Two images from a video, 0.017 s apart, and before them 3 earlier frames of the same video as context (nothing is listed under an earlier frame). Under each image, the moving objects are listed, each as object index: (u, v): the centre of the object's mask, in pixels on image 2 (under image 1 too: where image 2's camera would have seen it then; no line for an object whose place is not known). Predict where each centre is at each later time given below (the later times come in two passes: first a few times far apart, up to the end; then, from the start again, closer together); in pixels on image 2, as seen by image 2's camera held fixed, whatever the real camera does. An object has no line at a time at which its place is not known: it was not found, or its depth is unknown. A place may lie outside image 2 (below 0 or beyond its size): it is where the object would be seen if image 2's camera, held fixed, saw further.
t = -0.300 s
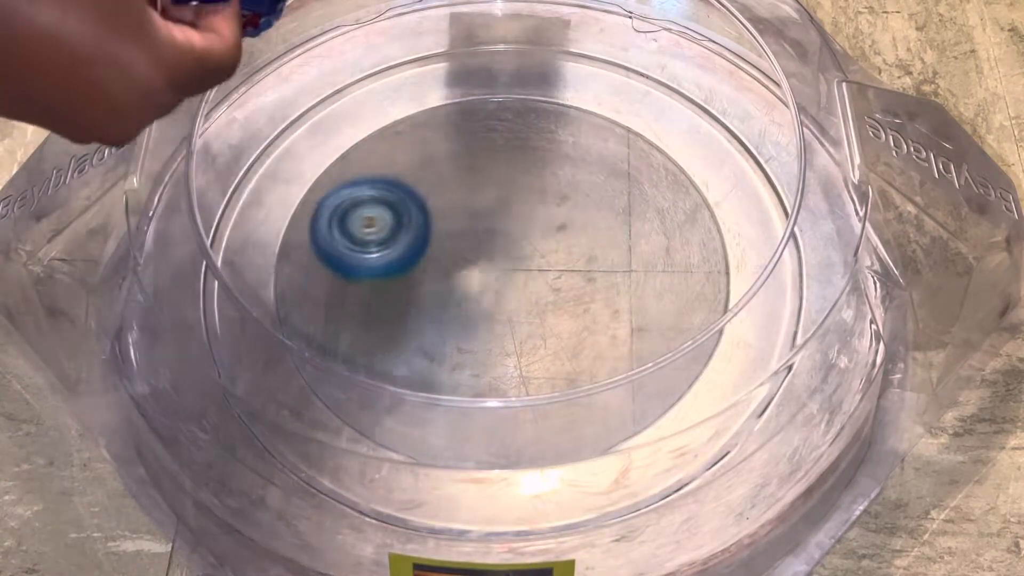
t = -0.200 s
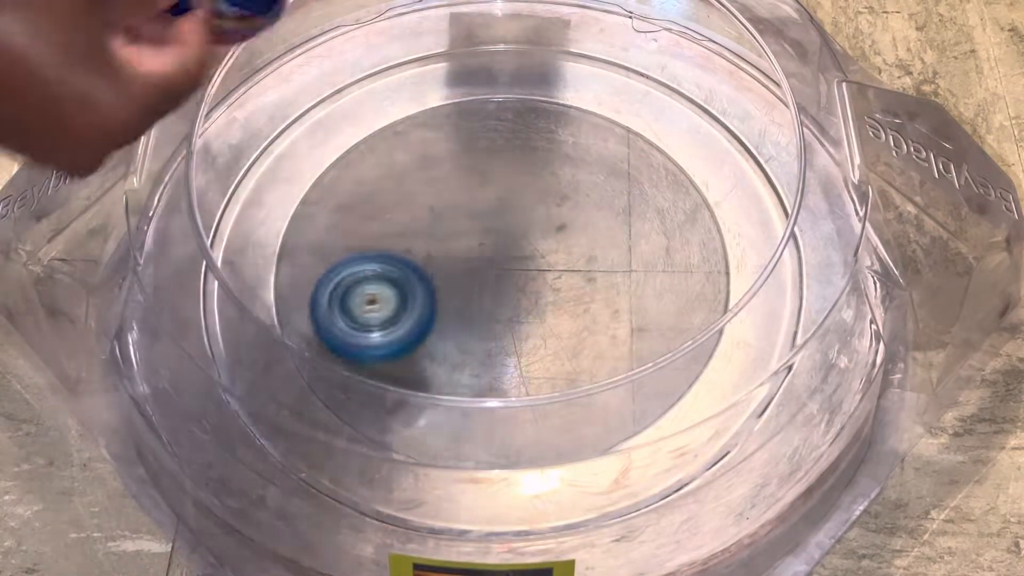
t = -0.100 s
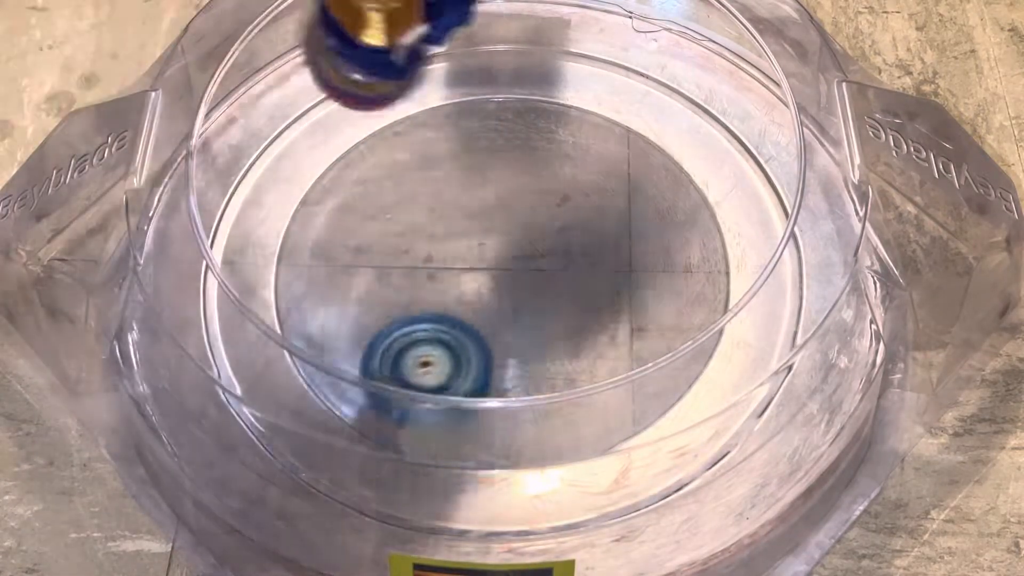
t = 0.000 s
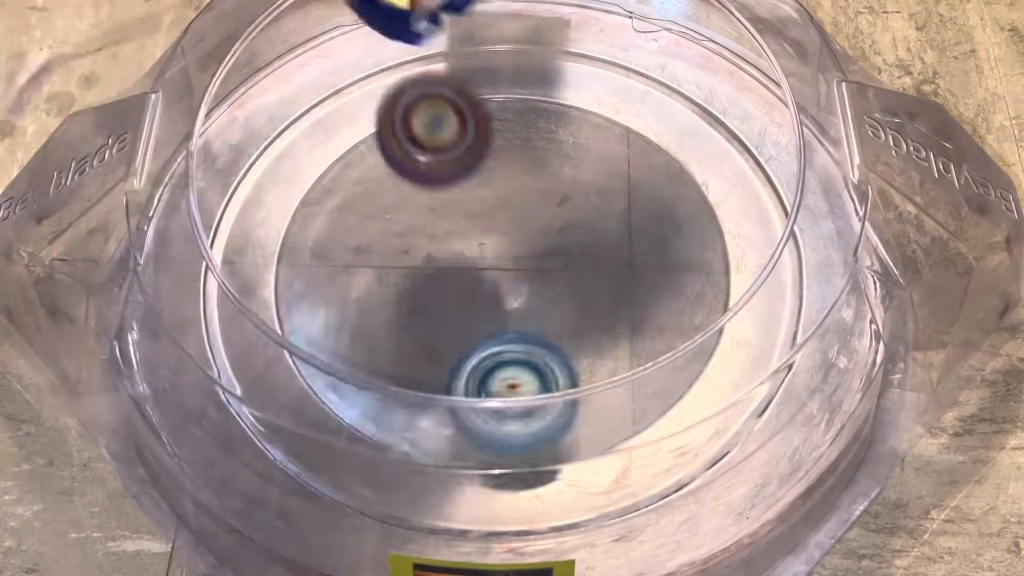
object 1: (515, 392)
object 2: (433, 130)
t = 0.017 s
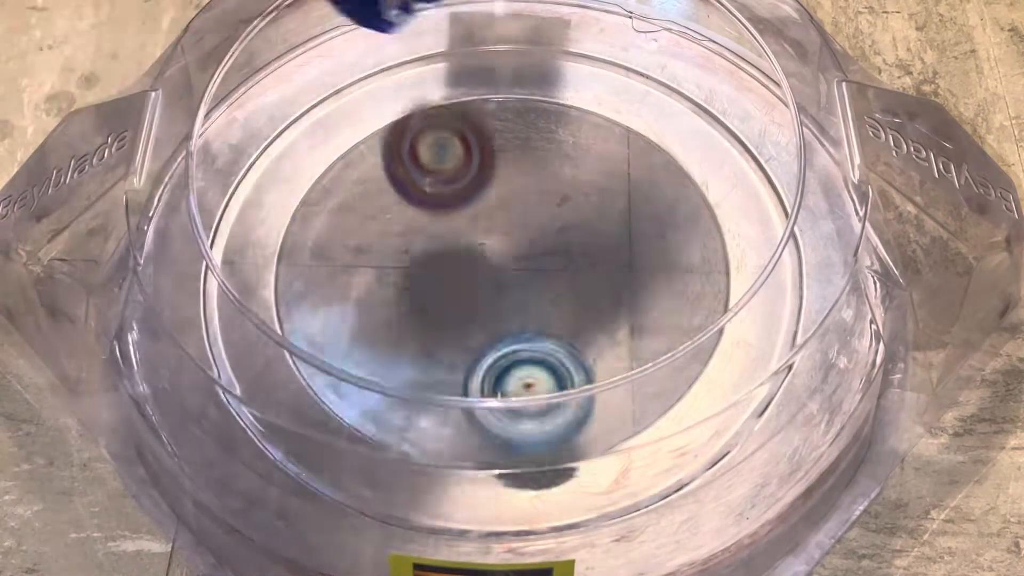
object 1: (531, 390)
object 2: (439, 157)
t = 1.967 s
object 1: (553, 125)
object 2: (305, 55)
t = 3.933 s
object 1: (707, 154)
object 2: (462, 305)
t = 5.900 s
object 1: (513, 186)
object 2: (571, 65)
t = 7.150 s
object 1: (483, 328)
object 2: (350, 278)
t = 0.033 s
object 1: (546, 385)
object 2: (444, 183)
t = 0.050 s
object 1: (560, 382)
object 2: (453, 188)
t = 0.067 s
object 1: (575, 375)
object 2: (465, 185)
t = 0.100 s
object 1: (600, 362)
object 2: (488, 190)
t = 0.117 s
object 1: (611, 352)
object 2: (500, 196)
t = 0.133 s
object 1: (616, 336)
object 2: (512, 208)
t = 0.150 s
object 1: (627, 328)
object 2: (524, 222)
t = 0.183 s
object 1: (645, 307)
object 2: (546, 244)
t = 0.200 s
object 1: (654, 297)
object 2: (552, 244)
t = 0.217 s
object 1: (665, 287)
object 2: (555, 246)
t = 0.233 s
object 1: (677, 280)
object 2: (556, 250)
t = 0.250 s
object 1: (688, 275)
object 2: (555, 246)
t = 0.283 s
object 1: (705, 258)
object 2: (550, 243)
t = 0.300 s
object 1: (711, 249)
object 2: (547, 242)
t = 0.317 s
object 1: (717, 243)
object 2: (543, 240)
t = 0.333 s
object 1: (719, 235)
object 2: (539, 239)
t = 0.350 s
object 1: (719, 227)
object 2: (535, 238)
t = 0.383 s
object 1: (714, 213)
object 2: (526, 236)
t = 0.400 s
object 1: (708, 206)
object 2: (521, 235)
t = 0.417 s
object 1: (699, 197)
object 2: (516, 235)
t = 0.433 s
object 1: (690, 190)
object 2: (512, 234)
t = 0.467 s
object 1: (667, 180)
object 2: (503, 234)
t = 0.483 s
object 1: (654, 174)
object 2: (499, 234)
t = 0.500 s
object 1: (640, 169)
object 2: (495, 235)
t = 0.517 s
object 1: (626, 165)
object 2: (492, 235)
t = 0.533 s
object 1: (611, 162)
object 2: (489, 236)
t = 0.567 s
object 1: (577, 156)
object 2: (485, 239)
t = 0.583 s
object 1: (559, 154)
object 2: (483, 240)
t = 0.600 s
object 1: (542, 153)
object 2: (482, 243)
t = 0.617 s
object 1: (535, 136)
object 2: (469, 260)
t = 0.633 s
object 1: (528, 119)
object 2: (456, 276)
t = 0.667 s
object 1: (513, 92)
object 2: (434, 303)
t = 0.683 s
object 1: (504, 79)
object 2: (423, 319)
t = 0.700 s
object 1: (496, 68)
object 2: (415, 336)
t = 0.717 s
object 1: (487, 59)
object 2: (409, 340)
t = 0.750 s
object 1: (469, 49)
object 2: (400, 351)
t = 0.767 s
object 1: (460, 44)
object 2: (389, 376)
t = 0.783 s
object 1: (452, 39)
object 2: (388, 382)
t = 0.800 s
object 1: (444, 36)
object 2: (387, 387)
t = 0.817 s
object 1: (437, 34)
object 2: (386, 393)
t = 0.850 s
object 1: (422, 34)
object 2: (387, 406)
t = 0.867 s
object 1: (414, 35)
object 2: (388, 409)
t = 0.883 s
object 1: (407, 38)
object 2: (389, 415)
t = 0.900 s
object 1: (401, 43)
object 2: (391, 419)
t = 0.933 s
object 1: (388, 57)
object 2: (397, 421)
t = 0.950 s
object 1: (380, 61)
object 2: (401, 422)
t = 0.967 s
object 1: (374, 68)
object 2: (406, 421)
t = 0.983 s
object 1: (368, 76)
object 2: (411, 420)
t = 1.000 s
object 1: (361, 84)
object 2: (417, 416)
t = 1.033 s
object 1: (348, 96)
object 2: (430, 409)
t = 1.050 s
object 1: (342, 105)
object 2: (437, 408)
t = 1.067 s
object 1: (337, 114)
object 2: (445, 397)
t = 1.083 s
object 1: (330, 122)
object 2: (455, 385)
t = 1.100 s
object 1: (325, 129)
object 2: (465, 362)
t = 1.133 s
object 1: (316, 147)
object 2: (485, 349)
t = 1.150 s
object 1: (313, 159)
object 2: (496, 338)
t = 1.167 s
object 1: (311, 171)
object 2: (506, 319)
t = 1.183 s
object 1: (312, 184)
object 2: (516, 300)
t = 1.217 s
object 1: (315, 211)
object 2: (530, 260)
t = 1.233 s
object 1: (319, 225)
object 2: (536, 237)
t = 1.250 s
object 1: (325, 241)
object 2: (540, 213)
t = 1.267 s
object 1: (333, 256)
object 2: (543, 190)
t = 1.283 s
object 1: (340, 271)
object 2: (545, 168)
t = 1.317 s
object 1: (363, 301)
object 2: (545, 124)
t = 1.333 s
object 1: (378, 316)
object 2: (544, 103)
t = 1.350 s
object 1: (391, 329)
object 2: (543, 82)
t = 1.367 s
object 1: (408, 341)
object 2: (542, 65)
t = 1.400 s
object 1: (446, 354)
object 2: (537, 38)
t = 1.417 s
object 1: (464, 360)
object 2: (534, 29)
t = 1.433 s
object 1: (486, 376)
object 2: (530, 22)
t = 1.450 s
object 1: (508, 381)
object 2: (524, 18)
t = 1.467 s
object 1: (527, 386)
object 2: (518, 20)
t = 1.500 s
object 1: (571, 389)
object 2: (502, 20)
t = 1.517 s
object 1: (589, 389)
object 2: (494, 21)
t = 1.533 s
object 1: (608, 382)
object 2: (487, 23)
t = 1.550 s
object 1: (626, 379)
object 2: (478, 22)
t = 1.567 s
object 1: (642, 375)
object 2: (470, 23)
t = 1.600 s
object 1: (672, 359)
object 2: (453, 25)
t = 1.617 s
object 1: (682, 347)
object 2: (445, 24)
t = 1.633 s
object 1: (696, 341)
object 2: (436, 25)
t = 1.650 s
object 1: (705, 328)
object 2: (428, 27)
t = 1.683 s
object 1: (714, 302)
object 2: (411, 26)
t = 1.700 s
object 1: (716, 290)
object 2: (403, 28)
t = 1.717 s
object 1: (707, 272)
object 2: (395, 27)
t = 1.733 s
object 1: (709, 262)
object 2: (388, 28)
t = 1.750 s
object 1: (710, 252)
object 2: (381, 31)
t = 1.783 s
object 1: (700, 229)
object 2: (367, 33)
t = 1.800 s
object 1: (692, 217)
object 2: (359, 35)
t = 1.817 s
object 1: (682, 205)
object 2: (352, 38)
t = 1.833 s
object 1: (672, 193)
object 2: (345, 39)
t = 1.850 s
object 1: (660, 182)
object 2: (339, 41)
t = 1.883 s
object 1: (633, 161)
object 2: (327, 43)
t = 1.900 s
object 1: (618, 153)
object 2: (321, 46)
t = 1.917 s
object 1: (603, 145)
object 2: (316, 47)
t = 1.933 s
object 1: (587, 136)
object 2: (312, 49)
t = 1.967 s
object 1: (553, 125)
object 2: (305, 55)
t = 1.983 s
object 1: (533, 119)
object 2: (303, 59)
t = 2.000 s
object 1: (517, 116)
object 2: (300, 59)
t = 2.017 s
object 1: (498, 114)
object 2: (298, 63)
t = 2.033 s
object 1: (479, 112)
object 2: (296, 64)
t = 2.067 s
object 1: (443, 112)
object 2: (294, 67)
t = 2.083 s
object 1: (426, 115)
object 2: (293, 67)
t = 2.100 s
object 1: (409, 117)
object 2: (293, 67)
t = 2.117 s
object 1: (392, 122)
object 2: (293, 67)
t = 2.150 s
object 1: (393, 157)
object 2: (283, 65)
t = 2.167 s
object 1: (402, 184)
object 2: (289, 73)
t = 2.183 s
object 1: (410, 209)
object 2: (296, 85)
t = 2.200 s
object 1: (421, 237)
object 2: (305, 96)
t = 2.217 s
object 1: (430, 262)
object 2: (315, 110)
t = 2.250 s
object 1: (457, 311)
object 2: (335, 127)
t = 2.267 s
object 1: (471, 336)
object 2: (345, 140)
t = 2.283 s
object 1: (490, 350)
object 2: (356, 155)
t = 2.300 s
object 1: (506, 367)
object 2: (367, 169)
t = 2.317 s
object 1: (527, 388)
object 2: (380, 183)
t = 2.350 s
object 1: (566, 416)
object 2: (403, 211)
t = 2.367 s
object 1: (584, 431)
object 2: (416, 227)
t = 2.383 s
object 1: (605, 446)
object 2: (431, 245)
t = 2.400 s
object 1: (625, 450)
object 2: (446, 260)
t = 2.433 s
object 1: (662, 475)
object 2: (486, 288)
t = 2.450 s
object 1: (669, 466)
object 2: (508, 298)
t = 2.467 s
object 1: (675, 450)
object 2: (529, 308)
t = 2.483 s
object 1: (678, 441)
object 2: (551, 314)
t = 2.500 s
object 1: (684, 430)
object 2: (571, 318)
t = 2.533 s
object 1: (694, 416)
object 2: (609, 326)
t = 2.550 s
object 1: (703, 409)
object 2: (626, 319)
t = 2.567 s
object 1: (716, 414)
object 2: (636, 307)
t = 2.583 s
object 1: (732, 418)
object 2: (646, 294)
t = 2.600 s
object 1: (741, 412)
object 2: (654, 282)
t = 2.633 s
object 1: (749, 400)
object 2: (669, 269)
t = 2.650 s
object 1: (752, 397)
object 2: (671, 253)
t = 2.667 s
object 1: (753, 397)
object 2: (672, 236)
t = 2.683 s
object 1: (747, 391)
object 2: (672, 224)
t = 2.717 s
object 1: (737, 372)
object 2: (666, 198)
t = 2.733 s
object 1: (725, 356)
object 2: (660, 183)
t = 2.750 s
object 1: (715, 345)
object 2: (653, 171)
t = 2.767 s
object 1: (708, 335)
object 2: (646, 161)
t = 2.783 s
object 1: (698, 324)
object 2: (636, 147)
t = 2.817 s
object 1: (678, 306)
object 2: (614, 125)
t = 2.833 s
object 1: (665, 294)
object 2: (600, 113)
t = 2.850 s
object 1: (657, 289)
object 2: (587, 104)
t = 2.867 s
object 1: (644, 279)
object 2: (571, 97)
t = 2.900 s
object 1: (618, 261)
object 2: (539, 84)
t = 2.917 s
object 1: (605, 250)
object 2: (521, 77)
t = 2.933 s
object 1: (591, 242)
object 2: (503, 74)
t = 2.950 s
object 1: (576, 232)
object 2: (484, 75)
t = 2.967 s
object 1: (562, 225)
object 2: (466, 73)
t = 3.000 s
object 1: (531, 210)
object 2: (430, 72)
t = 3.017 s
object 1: (515, 203)
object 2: (413, 71)
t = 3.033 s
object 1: (498, 197)
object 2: (397, 70)
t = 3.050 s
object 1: (483, 192)
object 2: (380, 69)
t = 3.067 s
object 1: (467, 188)
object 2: (365, 67)
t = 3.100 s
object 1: (441, 184)
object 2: (339, 66)
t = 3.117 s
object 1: (429, 183)
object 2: (328, 70)
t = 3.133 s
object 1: (416, 183)
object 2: (320, 79)
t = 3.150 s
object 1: (404, 186)
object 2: (311, 90)
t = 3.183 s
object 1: (387, 190)
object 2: (297, 109)
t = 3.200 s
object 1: (379, 196)
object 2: (290, 119)
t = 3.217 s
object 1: (372, 202)
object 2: (284, 128)
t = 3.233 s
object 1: (367, 207)
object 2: (279, 139)
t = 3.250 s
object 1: (364, 216)
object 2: (271, 143)
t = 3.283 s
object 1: (371, 243)
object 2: (253, 155)
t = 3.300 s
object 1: (375, 256)
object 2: (247, 159)
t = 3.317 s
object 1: (382, 269)
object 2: (243, 165)
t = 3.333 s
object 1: (390, 283)
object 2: (241, 174)
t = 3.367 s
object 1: (408, 307)
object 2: (241, 190)
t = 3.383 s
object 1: (419, 319)
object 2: (241, 201)
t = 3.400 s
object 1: (431, 329)
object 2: (242, 209)
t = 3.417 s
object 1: (445, 337)
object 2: (243, 214)
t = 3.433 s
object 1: (458, 344)
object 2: (245, 222)
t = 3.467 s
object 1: (488, 352)
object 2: (247, 231)
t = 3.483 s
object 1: (501, 355)
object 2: (248, 234)
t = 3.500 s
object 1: (517, 356)
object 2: (249, 238)
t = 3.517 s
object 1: (530, 356)
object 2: (251, 241)
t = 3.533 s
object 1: (542, 355)
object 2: (247, 244)
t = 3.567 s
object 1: (567, 352)
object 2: (255, 246)
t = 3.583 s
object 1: (578, 349)
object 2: (262, 246)
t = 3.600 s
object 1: (589, 345)
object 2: (266, 246)
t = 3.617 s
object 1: (597, 342)
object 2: (271, 245)
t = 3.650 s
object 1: (617, 337)
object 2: (284, 246)
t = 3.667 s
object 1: (620, 328)
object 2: (296, 247)
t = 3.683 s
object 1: (627, 322)
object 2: (308, 250)
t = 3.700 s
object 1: (631, 317)
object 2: (321, 252)
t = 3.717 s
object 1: (634, 311)
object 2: (336, 256)
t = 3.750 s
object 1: (636, 296)
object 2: (366, 264)
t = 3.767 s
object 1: (634, 287)
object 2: (383, 268)
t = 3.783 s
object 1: (631, 278)
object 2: (401, 274)
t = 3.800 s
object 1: (628, 270)
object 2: (419, 280)
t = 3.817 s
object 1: (622, 262)
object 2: (440, 284)
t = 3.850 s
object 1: (611, 246)
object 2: (483, 290)
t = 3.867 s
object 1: (615, 235)
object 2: (494, 292)
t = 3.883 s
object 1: (642, 213)
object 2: (485, 296)
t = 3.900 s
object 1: (664, 194)
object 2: (476, 300)
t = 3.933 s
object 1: (707, 154)
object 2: (462, 305)
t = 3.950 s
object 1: (723, 137)
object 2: (456, 306)
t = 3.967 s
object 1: (737, 122)
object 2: (451, 307)
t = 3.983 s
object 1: (746, 113)
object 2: (449, 306)
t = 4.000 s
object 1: (764, 100)
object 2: (447, 305)
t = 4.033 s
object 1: (731, 87)
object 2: (450, 302)
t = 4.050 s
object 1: (720, 81)
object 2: (453, 300)
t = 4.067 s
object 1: (708, 76)
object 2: (458, 297)
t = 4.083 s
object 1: (695, 71)
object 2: (464, 293)
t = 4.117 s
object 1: (666, 67)
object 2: (480, 285)
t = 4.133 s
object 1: (651, 68)
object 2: (488, 278)
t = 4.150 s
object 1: (636, 66)
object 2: (494, 272)
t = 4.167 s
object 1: (623, 63)
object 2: (500, 263)
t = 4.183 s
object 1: (611, 64)
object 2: (505, 255)
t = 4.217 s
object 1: (584, 66)
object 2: (513, 238)
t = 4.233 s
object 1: (572, 65)
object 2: (515, 230)
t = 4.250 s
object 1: (562, 66)
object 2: (515, 221)
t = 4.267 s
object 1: (551, 68)
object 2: (515, 214)
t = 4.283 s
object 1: (538, 71)
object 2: (516, 206)
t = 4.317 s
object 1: (517, 80)
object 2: (514, 193)
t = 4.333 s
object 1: (505, 82)
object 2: (512, 194)
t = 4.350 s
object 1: (493, 75)
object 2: (508, 205)
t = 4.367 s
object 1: (481, 68)
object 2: (504, 213)
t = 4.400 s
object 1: (461, 62)
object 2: (494, 234)
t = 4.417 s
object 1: (450, 61)
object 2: (489, 243)
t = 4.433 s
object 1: (439, 61)
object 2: (485, 253)
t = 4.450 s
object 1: (429, 58)
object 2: (479, 263)
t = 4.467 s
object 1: (421, 56)
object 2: (475, 271)
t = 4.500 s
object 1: (403, 57)
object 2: (471, 286)
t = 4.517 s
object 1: (393, 56)
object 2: (471, 292)
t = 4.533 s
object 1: (386, 56)
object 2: (473, 298)
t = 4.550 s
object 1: (379, 57)
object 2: (476, 303)
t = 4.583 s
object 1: (364, 60)
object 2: (485, 310)
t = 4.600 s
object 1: (357, 62)
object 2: (491, 312)
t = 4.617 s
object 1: (351, 64)
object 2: (499, 313)
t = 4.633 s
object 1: (345, 66)
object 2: (507, 314)
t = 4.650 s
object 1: (340, 70)
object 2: (515, 312)
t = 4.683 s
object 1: (329, 77)
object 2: (533, 306)
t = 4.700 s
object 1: (325, 81)
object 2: (542, 301)
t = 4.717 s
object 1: (321, 86)
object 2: (548, 294)
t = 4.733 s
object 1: (317, 91)
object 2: (555, 289)
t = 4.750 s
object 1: (312, 96)
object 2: (559, 279)
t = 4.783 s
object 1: (306, 104)
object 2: (566, 262)
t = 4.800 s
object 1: (304, 110)
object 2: (567, 252)
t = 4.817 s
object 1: (302, 115)
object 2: (567, 242)
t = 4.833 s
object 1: (299, 121)
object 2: (565, 232)
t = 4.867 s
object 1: (295, 130)
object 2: (558, 214)
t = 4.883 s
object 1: (295, 135)
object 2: (552, 205)
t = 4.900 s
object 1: (294, 141)
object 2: (544, 198)
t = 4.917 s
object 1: (293, 148)
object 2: (535, 191)
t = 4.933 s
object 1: (292, 153)
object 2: (524, 184)
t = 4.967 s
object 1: (293, 164)
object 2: (503, 177)
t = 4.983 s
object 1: (294, 170)
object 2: (492, 173)
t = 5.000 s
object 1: (297, 177)
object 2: (480, 171)
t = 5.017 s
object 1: (300, 186)
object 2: (468, 171)
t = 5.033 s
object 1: (305, 194)
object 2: (456, 172)
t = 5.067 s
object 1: (318, 212)
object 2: (432, 178)
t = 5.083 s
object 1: (318, 224)
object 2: (428, 181)
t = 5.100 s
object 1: (315, 238)
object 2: (428, 185)
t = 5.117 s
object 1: (311, 251)
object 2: (428, 188)
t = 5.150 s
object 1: (310, 277)
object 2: (427, 200)
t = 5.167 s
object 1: (314, 288)
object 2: (428, 208)
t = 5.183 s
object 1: (320, 299)
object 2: (428, 217)
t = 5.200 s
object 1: (324, 312)
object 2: (430, 227)
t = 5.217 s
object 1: (329, 325)
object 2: (431, 237)
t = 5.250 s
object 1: (344, 345)
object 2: (440, 261)
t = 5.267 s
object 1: (355, 353)
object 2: (447, 273)
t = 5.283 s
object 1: (367, 360)
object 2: (457, 284)
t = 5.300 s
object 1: (379, 368)
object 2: (468, 295)
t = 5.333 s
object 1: (405, 380)
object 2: (496, 312)
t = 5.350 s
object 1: (415, 385)
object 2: (512, 317)
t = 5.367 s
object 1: (423, 391)
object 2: (532, 316)
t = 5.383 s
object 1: (430, 397)
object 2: (551, 314)
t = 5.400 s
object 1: (439, 401)
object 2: (570, 308)
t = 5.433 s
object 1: (459, 406)
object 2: (604, 297)
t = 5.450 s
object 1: (470, 407)
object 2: (618, 291)
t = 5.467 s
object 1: (479, 409)
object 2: (631, 281)
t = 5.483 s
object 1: (490, 409)
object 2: (643, 272)
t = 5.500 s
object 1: (498, 399)
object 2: (654, 262)
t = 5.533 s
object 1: (516, 392)
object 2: (669, 239)
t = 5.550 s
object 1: (525, 383)
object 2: (674, 227)
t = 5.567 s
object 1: (534, 375)
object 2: (678, 217)
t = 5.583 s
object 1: (540, 359)
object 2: (680, 204)
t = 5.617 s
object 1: (554, 349)
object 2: (680, 180)
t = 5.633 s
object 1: (559, 343)
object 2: (678, 169)
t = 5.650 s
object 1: (564, 336)
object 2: (675, 158)
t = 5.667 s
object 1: (568, 324)
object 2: (671, 147)
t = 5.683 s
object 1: (570, 313)
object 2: (665, 136)
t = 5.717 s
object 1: (573, 291)
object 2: (649, 118)
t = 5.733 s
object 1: (573, 279)
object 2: (639, 110)
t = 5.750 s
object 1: (572, 267)
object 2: (629, 103)
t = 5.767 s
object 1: (569, 256)
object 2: (620, 96)
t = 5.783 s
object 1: (565, 246)
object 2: (612, 90)
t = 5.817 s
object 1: (554, 225)
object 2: (596, 79)
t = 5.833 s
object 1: (547, 216)
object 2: (590, 75)
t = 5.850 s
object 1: (538, 207)
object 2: (583, 71)
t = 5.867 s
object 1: (530, 200)
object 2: (579, 68)
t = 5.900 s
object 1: (513, 186)
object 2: (571, 65)
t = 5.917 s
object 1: (504, 182)
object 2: (568, 64)
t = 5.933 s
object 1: (496, 180)
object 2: (565, 64)
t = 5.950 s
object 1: (487, 177)
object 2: (564, 64)
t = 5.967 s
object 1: (478, 176)
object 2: (563, 65)
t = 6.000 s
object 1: (461, 177)
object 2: (562, 68)
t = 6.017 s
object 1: (453, 178)
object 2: (562, 71)
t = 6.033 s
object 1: (445, 181)
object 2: (562, 74)
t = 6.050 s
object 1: (438, 184)
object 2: (562, 77)
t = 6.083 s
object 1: (425, 193)
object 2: (559, 89)
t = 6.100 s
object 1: (420, 199)
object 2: (555, 95)
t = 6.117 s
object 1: (415, 205)
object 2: (550, 103)
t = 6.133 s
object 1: (412, 212)
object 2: (545, 110)
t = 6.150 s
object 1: (410, 219)
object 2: (538, 119)
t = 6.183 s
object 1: (408, 235)
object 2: (522, 139)
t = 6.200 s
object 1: (408, 243)
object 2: (512, 150)
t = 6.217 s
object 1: (410, 252)
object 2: (502, 160)
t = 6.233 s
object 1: (411, 262)
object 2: (491, 171)
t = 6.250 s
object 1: (414, 271)
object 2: (479, 184)
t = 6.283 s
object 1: (407, 302)
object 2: (469, 199)
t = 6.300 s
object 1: (405, 317)
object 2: (465, 206)
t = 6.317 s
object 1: (403, 332)
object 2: (461, 217)
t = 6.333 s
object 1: (405, 342)
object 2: (458, 228)
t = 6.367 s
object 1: (405, 366)
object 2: (456, 253)
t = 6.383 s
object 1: (407, 378)
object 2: (457, 266)
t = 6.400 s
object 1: (412, 387)
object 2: (459, 280)
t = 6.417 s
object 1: (417, 395)
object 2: (464, 292)
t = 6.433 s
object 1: (422, 401)
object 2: (471, 304)
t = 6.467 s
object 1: (435, 410)
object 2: (489, 323)
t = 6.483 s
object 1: (435, 416)
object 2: (501, 326)
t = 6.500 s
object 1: (435, 426)
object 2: (515, 323)
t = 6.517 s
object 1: (436, 436)
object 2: (530, 322)
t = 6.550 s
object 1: (437, 462)
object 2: (559, 320)
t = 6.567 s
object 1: (436, 466)
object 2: (573, 316)
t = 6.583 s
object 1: (435, 472)
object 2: (587, 310)
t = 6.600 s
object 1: (434, 480)
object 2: (600, 305)
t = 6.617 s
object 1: (432, 489)
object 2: (612, 297)
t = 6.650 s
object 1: (429, 496)
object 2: (635, 281)
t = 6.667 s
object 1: (428, 498)
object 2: (645, 272)
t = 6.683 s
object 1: (428, 499)
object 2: (652, 261)
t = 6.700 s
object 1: (429, 497)
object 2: (658, 251)
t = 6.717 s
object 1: (432, 494)
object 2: (662, 240)
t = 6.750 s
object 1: (435, 486)
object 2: (663, 220)
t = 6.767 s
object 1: (436, 481)
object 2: (661, 210)
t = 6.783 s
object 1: (437, 476)
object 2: (657, 201)
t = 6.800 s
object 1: (437, 471)
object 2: (651, 192)
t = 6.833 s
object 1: (438, 464)
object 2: (633, 176)
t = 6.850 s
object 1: (437, 460)
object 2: (622, 170)
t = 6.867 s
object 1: (437, 457)
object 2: (609, 165)
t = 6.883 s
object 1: (436, 454)
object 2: (594, 161)
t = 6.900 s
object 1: (435, 451)
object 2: (579, 159)
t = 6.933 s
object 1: (433, 445)
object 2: (548, 159)
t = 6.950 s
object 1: (435, 431)
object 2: (529, 162)
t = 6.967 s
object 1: (436, 423)
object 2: (512, 166)
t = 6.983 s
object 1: (437, 416)
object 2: (494, 171)
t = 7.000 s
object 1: (439, 410)
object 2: (476, 176)
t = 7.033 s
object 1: (444, 388)
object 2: (441, 193)
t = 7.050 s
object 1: (447, 378)
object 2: (424, 204)
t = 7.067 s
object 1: (453, 361)
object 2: (410, 216)
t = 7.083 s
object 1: (456, 356)
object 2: (397, 229)
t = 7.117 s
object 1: (463, 343)
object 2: (377, 256)
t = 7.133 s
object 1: (467, 330)
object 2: (369, 271)
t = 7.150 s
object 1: (483, 328)
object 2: (350, 278)
